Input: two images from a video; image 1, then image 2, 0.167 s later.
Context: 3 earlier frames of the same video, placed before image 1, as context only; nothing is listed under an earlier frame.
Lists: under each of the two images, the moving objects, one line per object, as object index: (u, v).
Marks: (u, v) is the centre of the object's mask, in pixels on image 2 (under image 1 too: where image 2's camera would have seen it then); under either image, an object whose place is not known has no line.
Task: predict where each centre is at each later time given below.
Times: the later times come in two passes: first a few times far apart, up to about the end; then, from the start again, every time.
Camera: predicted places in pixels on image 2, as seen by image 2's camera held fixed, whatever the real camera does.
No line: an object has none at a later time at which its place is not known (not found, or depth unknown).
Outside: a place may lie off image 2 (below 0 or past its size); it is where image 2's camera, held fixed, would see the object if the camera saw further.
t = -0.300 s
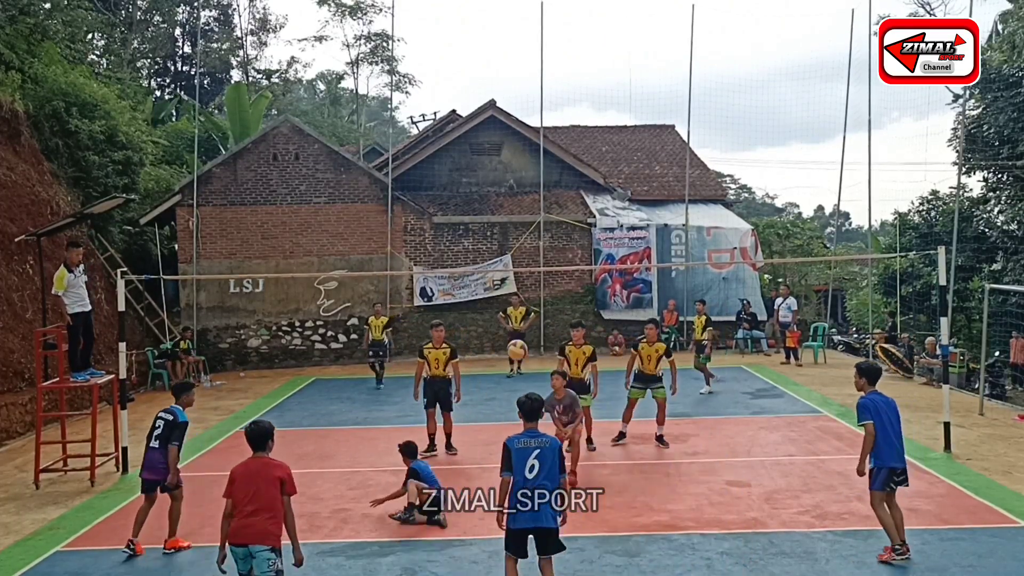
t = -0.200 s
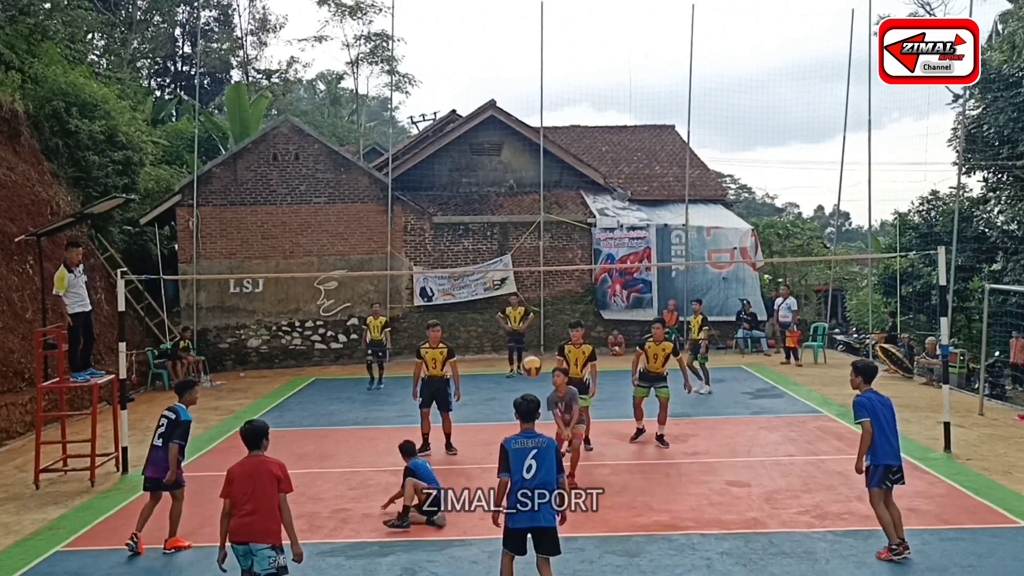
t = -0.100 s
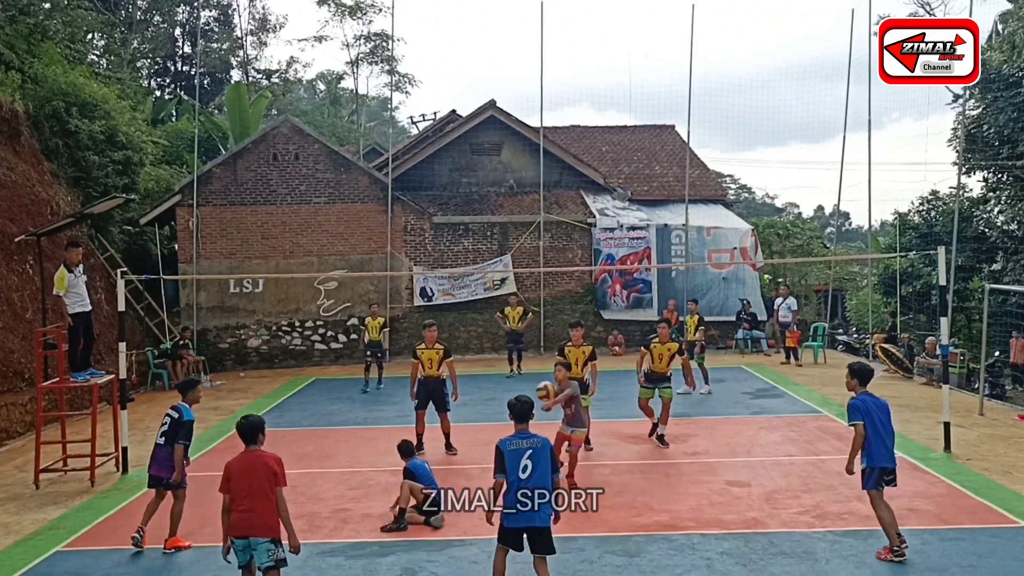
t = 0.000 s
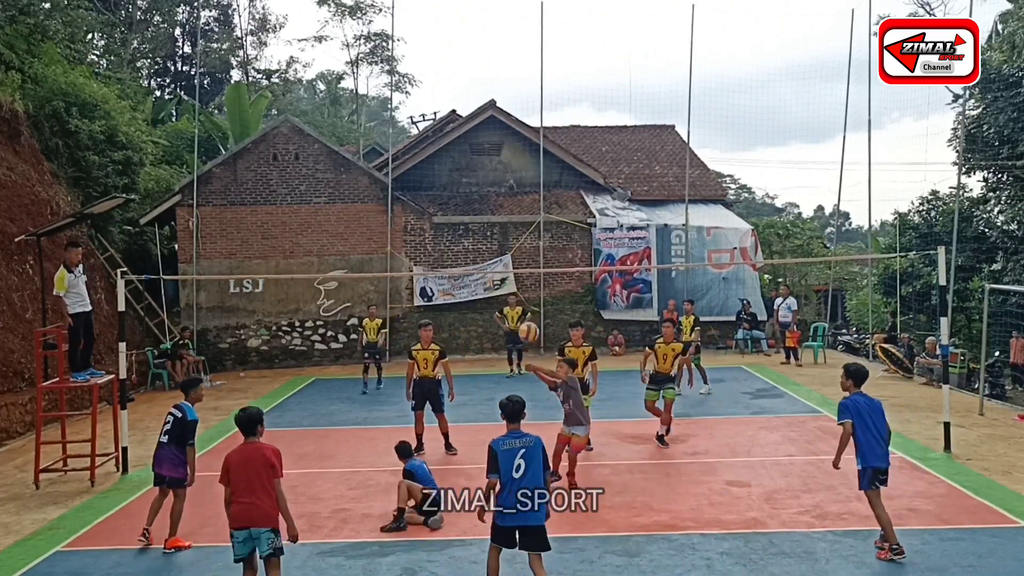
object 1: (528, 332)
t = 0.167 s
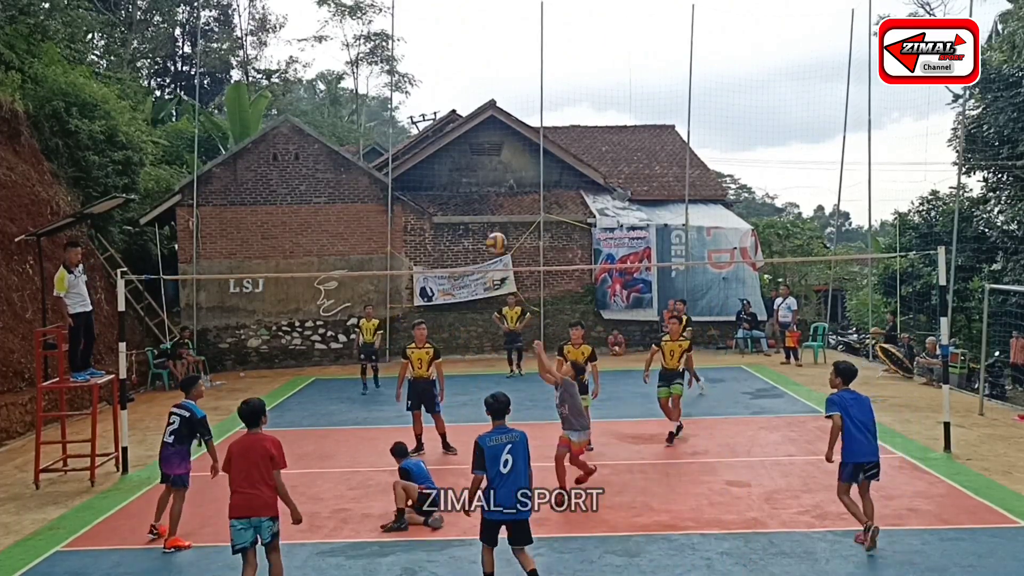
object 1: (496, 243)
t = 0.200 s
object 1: (490, 228)
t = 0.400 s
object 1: (453, 161)
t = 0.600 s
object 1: (417, 131)
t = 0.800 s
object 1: (383, 140)
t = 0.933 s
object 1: (360, 167)
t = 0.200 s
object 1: (490, 228)
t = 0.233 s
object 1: (484, 214)
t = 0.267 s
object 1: (478, 202)
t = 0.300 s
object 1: (472, 190)
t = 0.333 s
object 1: (465, 179)
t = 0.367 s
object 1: (459, 170)
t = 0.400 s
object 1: (453, 161)
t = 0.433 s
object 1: (447, 153)
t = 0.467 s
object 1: (440, 147)
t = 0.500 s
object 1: (435, 141)
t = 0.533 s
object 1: (429, 137)
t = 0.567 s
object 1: (423, 134)
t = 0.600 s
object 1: (417, 131)
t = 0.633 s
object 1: (411, 130)
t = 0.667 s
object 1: (405, 130)
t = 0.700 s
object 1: (400, 131)
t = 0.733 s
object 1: (393, 133)
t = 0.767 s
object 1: (388, 136)
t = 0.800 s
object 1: (383, 140)
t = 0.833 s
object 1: (377, 145)
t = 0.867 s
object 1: (372, 152)
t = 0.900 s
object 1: (365, 158)
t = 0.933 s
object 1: (360, 167)
